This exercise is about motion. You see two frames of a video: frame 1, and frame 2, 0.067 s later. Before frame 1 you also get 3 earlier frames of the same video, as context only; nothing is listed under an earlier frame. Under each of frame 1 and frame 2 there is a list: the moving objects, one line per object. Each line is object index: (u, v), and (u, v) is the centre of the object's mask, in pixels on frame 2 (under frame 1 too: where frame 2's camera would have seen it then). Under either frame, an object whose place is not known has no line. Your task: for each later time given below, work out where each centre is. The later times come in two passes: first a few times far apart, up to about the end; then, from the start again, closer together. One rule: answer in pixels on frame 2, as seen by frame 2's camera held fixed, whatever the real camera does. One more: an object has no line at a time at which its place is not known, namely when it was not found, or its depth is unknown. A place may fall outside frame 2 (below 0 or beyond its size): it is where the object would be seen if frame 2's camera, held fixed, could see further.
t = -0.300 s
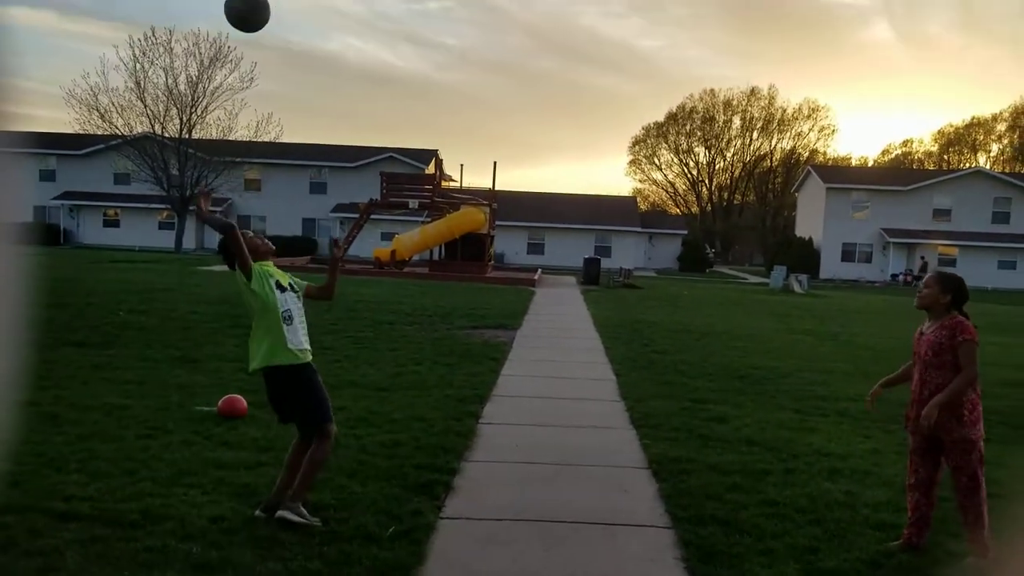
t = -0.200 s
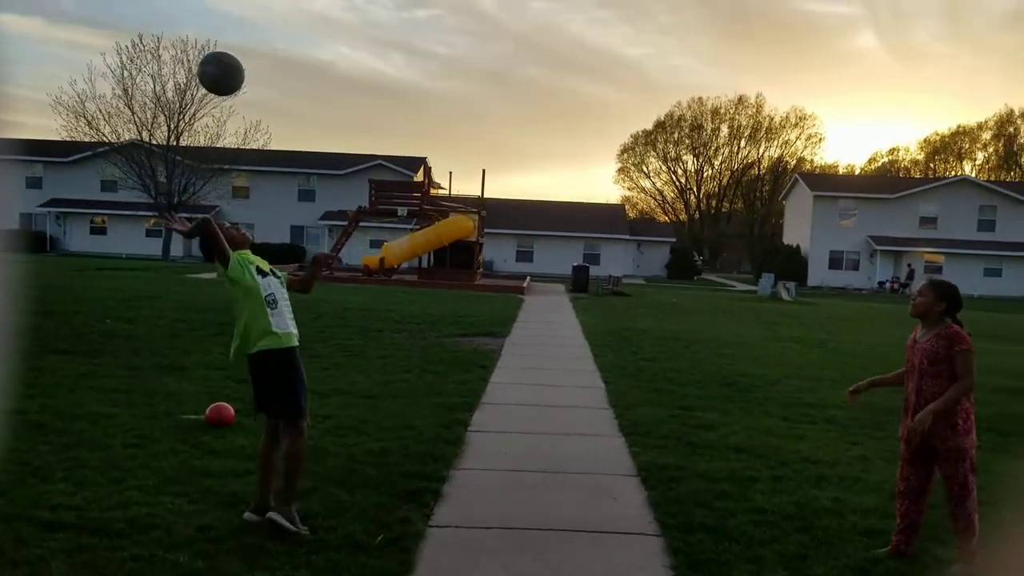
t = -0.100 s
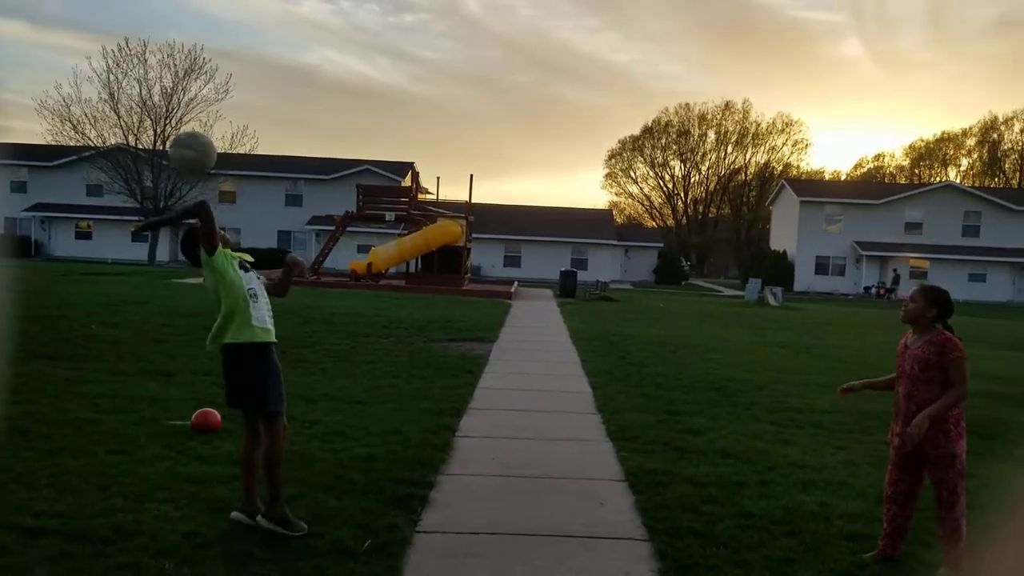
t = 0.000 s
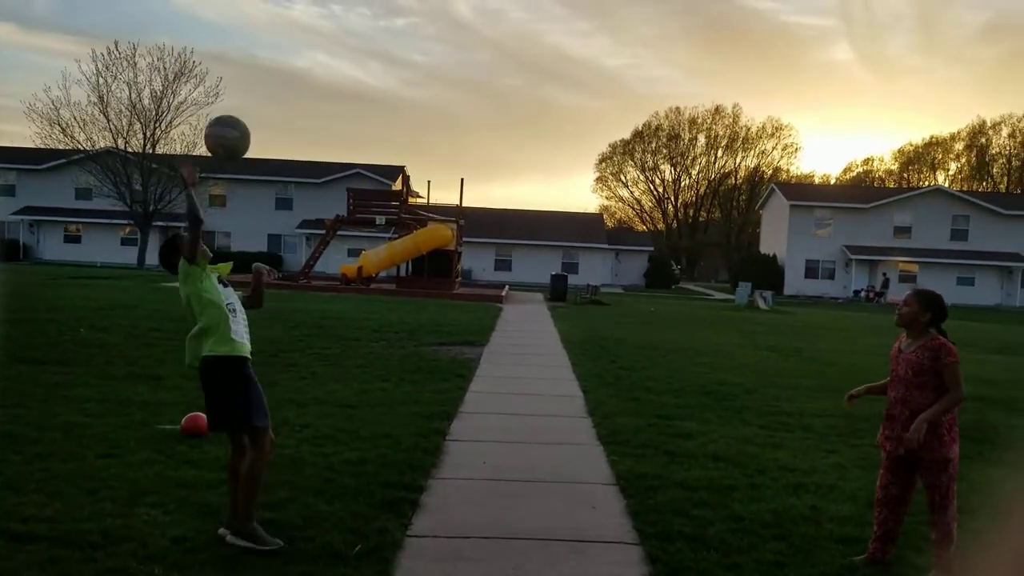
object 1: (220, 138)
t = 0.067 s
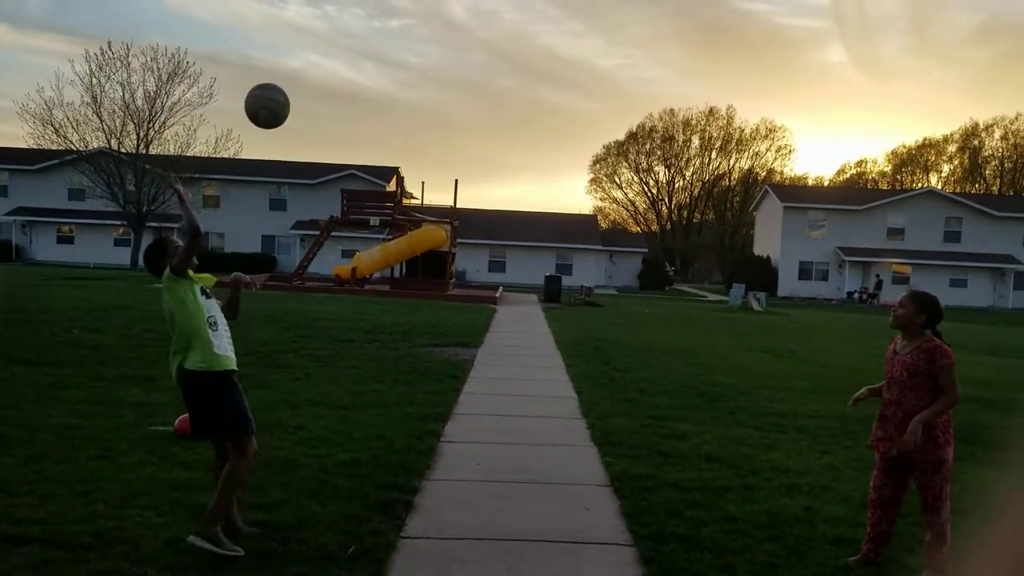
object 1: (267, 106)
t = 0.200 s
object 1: (351, 72)
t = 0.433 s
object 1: (475, 97)
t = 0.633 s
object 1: (563, 188)
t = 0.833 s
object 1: (638, 330)
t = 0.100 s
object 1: (289, 93)
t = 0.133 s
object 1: (310, 83)
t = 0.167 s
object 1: (331, 77)
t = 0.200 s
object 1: (351, 72)
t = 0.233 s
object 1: (370, 69)
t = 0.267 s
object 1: (389, 68)
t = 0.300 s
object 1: (407, 70)
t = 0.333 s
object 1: (425, 74)
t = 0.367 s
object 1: (443, 80)
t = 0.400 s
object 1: (459, 87)
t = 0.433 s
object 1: (475, 97)
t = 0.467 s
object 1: (491, 108)
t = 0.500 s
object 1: (506, 121)
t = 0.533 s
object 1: (521, 135)
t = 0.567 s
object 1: (536, 151)
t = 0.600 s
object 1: (550, 169)
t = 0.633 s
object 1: (563, 188)
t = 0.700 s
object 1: (589, 230)
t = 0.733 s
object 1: (602, 253)
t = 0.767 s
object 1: (615, 277)
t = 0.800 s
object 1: (626, 303)
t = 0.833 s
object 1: (638, 330)
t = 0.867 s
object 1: (649, 359)
